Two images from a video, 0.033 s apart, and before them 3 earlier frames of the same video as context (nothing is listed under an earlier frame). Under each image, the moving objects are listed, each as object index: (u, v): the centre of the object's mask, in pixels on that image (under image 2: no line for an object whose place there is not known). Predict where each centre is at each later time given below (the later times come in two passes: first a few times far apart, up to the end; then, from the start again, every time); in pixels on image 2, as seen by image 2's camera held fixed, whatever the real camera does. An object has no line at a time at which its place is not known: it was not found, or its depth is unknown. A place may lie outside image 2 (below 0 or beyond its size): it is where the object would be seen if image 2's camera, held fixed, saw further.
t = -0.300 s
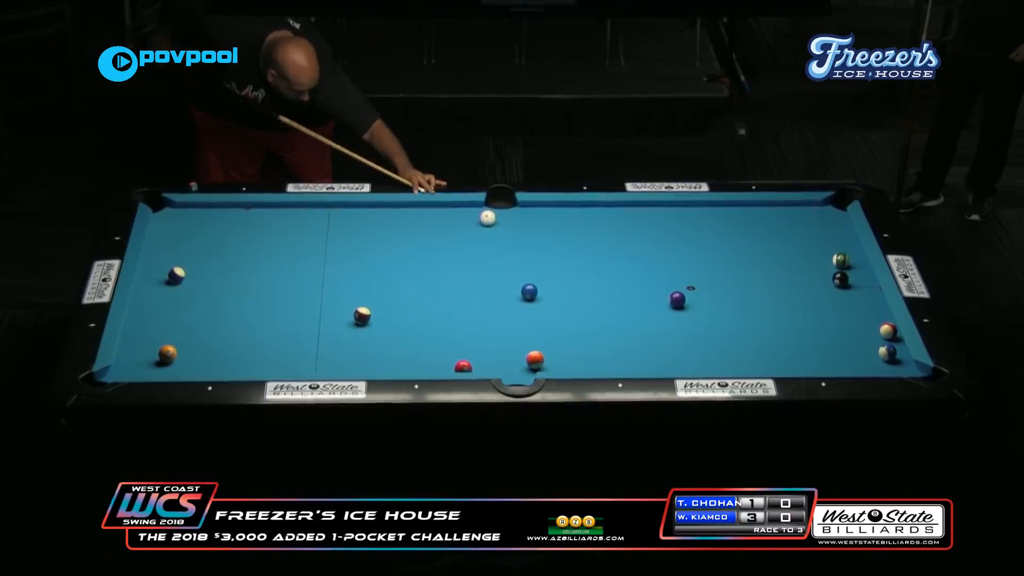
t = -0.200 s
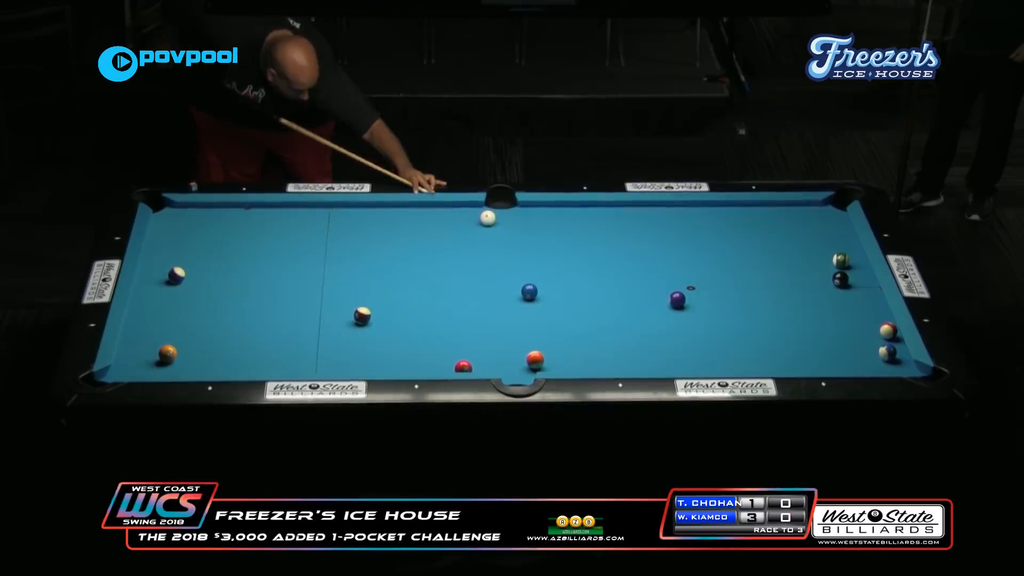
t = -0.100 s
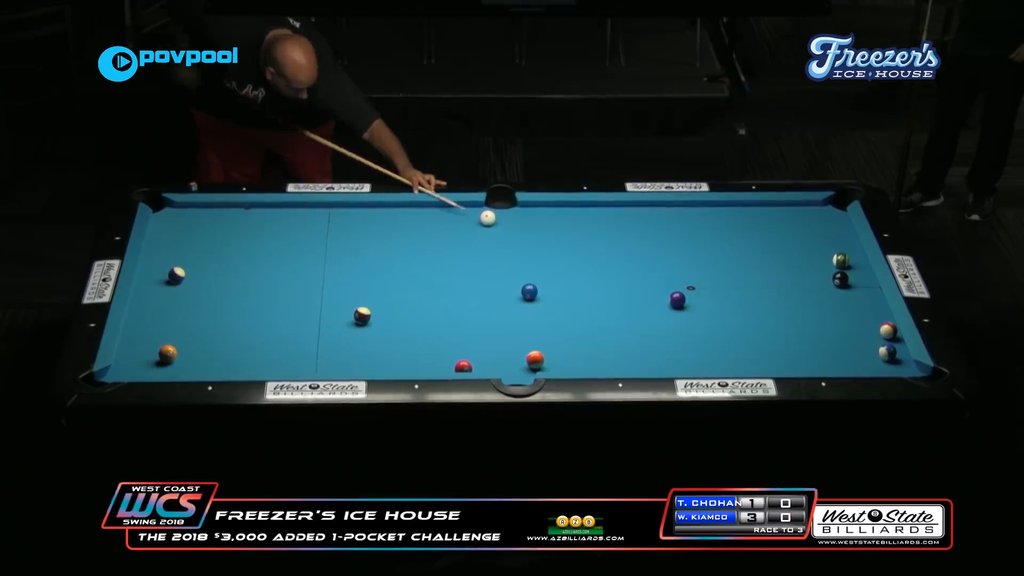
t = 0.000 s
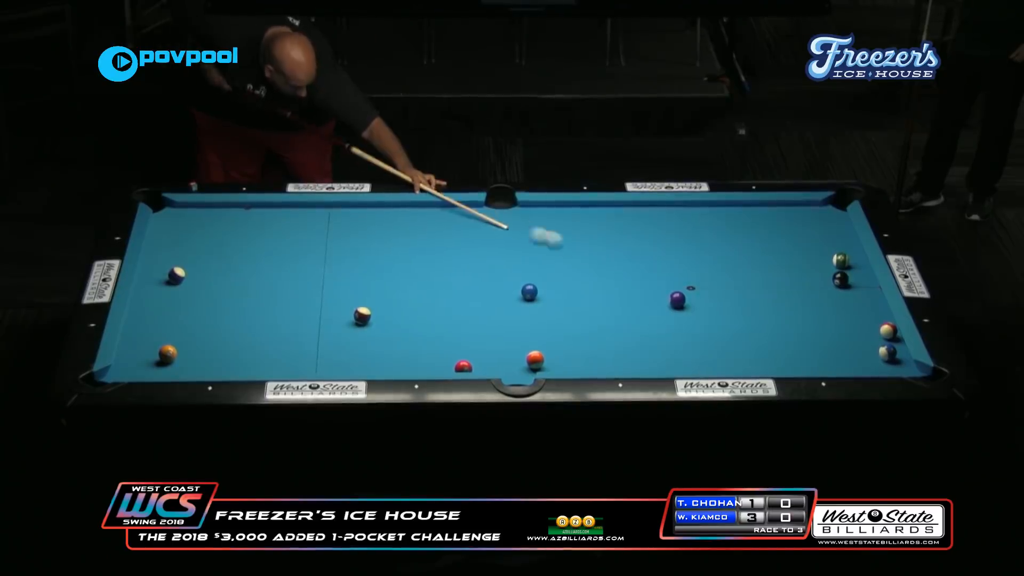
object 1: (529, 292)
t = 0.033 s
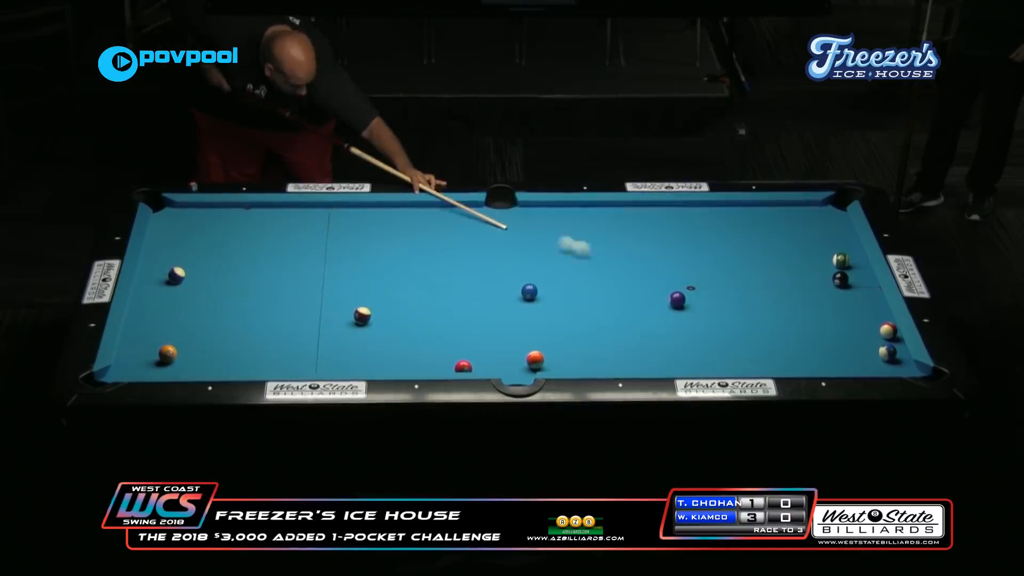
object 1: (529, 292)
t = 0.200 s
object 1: (529, 292)
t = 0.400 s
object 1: (529, 292)
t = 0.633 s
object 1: (529, 292)
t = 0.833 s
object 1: (529, 292)
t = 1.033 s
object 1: (529, 292)
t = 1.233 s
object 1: (529, 292)
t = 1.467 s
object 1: (529, 293)
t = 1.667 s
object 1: (529, 292)
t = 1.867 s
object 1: (500, 294)
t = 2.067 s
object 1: (470, 295)
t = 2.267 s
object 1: (441, 296)
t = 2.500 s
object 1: (410, 296)
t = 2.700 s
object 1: (383, 297)
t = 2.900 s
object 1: (357, 297)
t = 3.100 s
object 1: (334, 298)
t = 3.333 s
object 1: (306, 298)
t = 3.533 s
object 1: (284, 299)
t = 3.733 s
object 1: (263, 299)
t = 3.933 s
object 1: (243, 300)
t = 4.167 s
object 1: (221, 300)
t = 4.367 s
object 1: (203, 300)
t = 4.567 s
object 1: (187, 300)
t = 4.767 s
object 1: (171, 301)
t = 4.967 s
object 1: (156, 301)
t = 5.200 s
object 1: (140, 301)
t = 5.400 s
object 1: (144, 301)
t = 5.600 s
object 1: (151, 301)
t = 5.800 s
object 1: (157, 301)
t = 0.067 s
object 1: (529, 292)
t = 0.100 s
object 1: (529, 292)
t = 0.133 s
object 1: (529, 292)
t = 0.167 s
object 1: (529, 292)
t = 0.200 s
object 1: (529, 292)
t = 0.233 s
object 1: (529, 292)
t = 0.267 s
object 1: (529, 292)
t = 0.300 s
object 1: (529, 292)
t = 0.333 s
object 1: (529, 292)
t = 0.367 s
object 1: (529, 292)
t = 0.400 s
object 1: (529, 292)
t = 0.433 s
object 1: (529, 292)
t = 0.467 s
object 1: (529, 292)
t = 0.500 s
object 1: (529, 292)
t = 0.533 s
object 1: (529, 292)
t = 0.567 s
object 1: (529, 292)
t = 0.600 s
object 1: (529, 292)
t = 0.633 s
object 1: (529, 292)
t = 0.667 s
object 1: (529, 292)
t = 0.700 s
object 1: (529, 292)
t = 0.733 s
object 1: (529, 292)
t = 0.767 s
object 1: (529, 292)
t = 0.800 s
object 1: (529, 292)
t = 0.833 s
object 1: (529, 292)
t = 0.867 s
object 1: (529, 292)
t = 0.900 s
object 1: (529, 292)
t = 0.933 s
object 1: (529, 292)
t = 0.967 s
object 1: (529, 292)
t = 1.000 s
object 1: (529, 292)
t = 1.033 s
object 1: (529, 292)
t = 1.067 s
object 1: (529, 292)
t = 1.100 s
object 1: (529, 292)
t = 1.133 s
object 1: (529, 292)
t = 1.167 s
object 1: (529, 292)
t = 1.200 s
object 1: (529, 292)
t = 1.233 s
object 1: (529, 292)
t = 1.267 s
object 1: (529, 292)
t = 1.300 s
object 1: (529, 292)
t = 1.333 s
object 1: (529, 292)
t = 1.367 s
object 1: (529, 292)
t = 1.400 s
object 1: (529, 293)
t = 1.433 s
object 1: (529, 293)
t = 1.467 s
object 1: (529, 293)
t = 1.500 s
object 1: (529, 293)
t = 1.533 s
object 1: (529, 293)
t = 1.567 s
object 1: (529, 293)
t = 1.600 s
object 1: (529, 293)
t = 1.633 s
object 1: (529, 293)
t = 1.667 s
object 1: (529, 292)
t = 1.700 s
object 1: (528, 293)
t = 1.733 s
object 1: (522, 293)
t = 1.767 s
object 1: (515, 293)
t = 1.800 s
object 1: (510, 293)
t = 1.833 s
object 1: (505, 294)
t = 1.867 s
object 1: (500, 294)
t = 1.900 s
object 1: (494, 294)
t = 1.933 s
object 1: (490, 294)
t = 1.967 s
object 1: (485, 295)
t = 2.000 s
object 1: (480, 295)
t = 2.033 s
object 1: (475, 295)
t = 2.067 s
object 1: (470, 295)
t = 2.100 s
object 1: (465, 295)
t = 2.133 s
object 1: (460, 295)
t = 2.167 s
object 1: (456, 295)
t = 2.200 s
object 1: (451, 295)
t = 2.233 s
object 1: (446, 295)
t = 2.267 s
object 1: (441, 296)
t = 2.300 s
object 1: (437, 295)
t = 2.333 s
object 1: (432, 296)
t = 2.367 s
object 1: (428, 296)
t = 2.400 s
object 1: (423, 296)
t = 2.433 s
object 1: (418, 296)
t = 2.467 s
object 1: (414, 296)
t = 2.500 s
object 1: (410, 296)
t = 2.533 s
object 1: (406, 296)
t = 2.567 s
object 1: (401, 296)
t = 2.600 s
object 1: (397, 296)
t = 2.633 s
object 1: (392, 297)
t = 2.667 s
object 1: (387, 297)
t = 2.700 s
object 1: (383, 297)
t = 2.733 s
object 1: (379, 297)
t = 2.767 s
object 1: (374, 297)
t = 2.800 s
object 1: (371, 297)
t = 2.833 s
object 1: (366, 297)
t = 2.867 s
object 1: (361, 297)
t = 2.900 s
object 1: (357, 297)
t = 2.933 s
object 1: (353, 297)
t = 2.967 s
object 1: (349, 298)
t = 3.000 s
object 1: (345, 297)
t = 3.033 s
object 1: (341, 298)
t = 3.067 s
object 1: (337, 298)
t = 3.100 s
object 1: (334, 298)
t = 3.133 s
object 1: (329, 298)
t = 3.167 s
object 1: (326, 298)
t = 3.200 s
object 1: (321, 298)
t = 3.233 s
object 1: (318, 298)
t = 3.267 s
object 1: (314, 298)
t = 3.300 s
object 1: (310, 298)
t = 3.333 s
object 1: (306, 298)
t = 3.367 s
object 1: (303, 298)
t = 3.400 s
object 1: (299, 298)
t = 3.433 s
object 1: (295, 299)
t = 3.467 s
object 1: (292, 299)
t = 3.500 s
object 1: (288, 299)
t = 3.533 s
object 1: (284, 299)
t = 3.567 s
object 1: (281, 299)
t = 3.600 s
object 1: (277, 299)
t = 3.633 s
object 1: (274, 299)
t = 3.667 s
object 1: (270, 299)
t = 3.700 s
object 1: (267, 299)
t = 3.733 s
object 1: (263, 299)
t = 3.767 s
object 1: (260, 299)
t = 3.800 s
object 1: (256, 299)
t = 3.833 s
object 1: (253, 299)
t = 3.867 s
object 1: (250, 300)
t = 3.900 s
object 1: (247, 300)
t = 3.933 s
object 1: (243, 300)
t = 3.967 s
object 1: (240, 300)
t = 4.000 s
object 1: (237, 300)
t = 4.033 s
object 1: (234, 300)
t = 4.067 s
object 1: (231, 300)
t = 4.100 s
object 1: (227, 300)
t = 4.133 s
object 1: (224, 300)
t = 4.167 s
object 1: (221, 300)
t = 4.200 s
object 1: (218, 300)
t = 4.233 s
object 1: (215, 300)
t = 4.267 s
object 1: (212, 300)
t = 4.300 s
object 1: (209, 300)
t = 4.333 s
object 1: (207, 300)
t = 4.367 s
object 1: (203, 300)
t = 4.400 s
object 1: (200, 300)
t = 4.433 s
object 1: (198, 300)
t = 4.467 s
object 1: (195, 300)
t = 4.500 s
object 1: (192, 300)
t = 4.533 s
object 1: (190, 300)
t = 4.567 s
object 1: (187, 300)
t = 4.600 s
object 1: (184, 301)
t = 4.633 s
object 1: (181, 300)
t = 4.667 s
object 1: (179, 300)
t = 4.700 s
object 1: (176, 301)
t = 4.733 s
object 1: (174, 300)
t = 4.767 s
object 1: (171, 301)
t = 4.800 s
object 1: (168, 301)
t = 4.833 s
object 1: (165, 301)
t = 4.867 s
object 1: (163, 301)
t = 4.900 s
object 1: (160, 301)
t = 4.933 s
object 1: (158, 301)
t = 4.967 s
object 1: (156, 301)
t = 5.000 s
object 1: (153, 301)
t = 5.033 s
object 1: (151, 301)
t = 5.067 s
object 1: (149, 301)
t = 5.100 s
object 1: (147, 301)
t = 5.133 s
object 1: (144, 301)
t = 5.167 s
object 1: (142, 301)
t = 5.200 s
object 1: (140, 301)
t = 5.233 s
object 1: (138, 302)
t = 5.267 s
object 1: (138, 302)
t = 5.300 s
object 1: (139, 302)
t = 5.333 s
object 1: (141, 301)
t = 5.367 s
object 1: (142, 301)
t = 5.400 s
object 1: (144, 301)
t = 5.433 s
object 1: (145, 301)
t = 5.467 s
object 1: (146, 301)
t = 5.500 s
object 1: (147, 301)
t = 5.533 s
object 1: (149, 301)
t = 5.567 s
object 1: (150, 301)
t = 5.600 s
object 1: (151, 301)
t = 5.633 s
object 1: (152, 301)
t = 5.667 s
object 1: (153, 301)
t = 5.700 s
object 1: (154, 301)
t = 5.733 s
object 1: (155, 301)
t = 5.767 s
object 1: (156, 301)
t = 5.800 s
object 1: (157, 301)
